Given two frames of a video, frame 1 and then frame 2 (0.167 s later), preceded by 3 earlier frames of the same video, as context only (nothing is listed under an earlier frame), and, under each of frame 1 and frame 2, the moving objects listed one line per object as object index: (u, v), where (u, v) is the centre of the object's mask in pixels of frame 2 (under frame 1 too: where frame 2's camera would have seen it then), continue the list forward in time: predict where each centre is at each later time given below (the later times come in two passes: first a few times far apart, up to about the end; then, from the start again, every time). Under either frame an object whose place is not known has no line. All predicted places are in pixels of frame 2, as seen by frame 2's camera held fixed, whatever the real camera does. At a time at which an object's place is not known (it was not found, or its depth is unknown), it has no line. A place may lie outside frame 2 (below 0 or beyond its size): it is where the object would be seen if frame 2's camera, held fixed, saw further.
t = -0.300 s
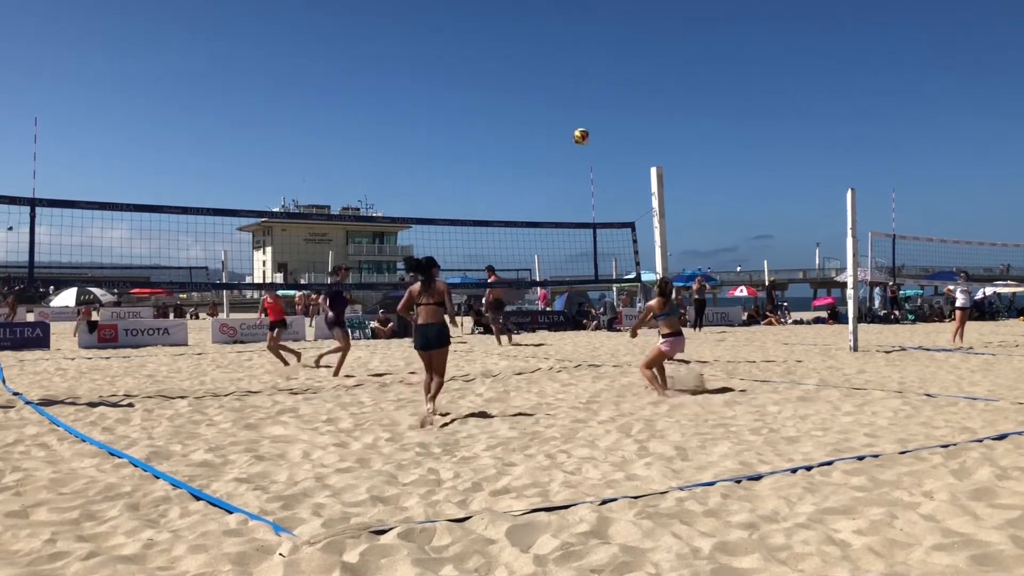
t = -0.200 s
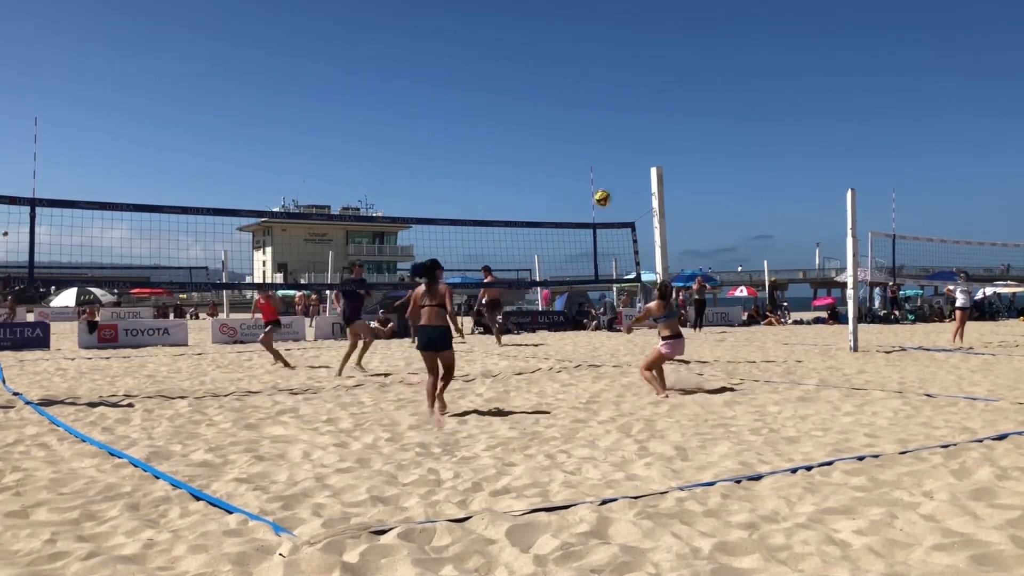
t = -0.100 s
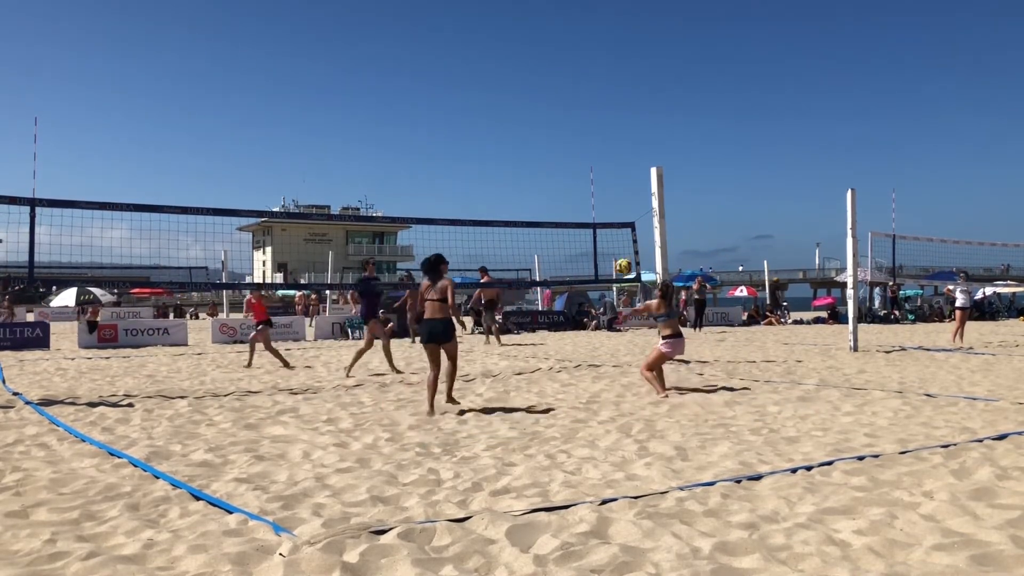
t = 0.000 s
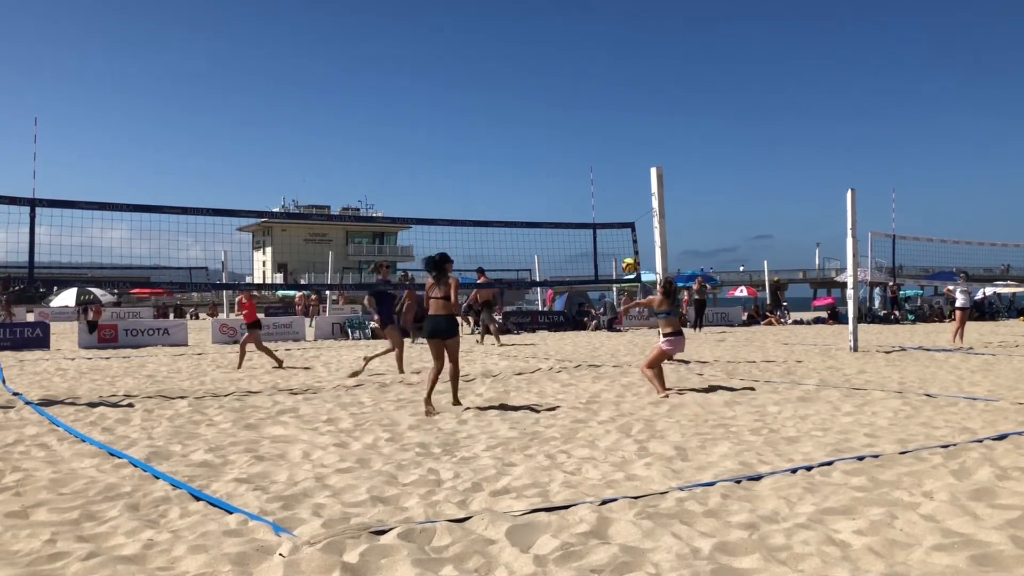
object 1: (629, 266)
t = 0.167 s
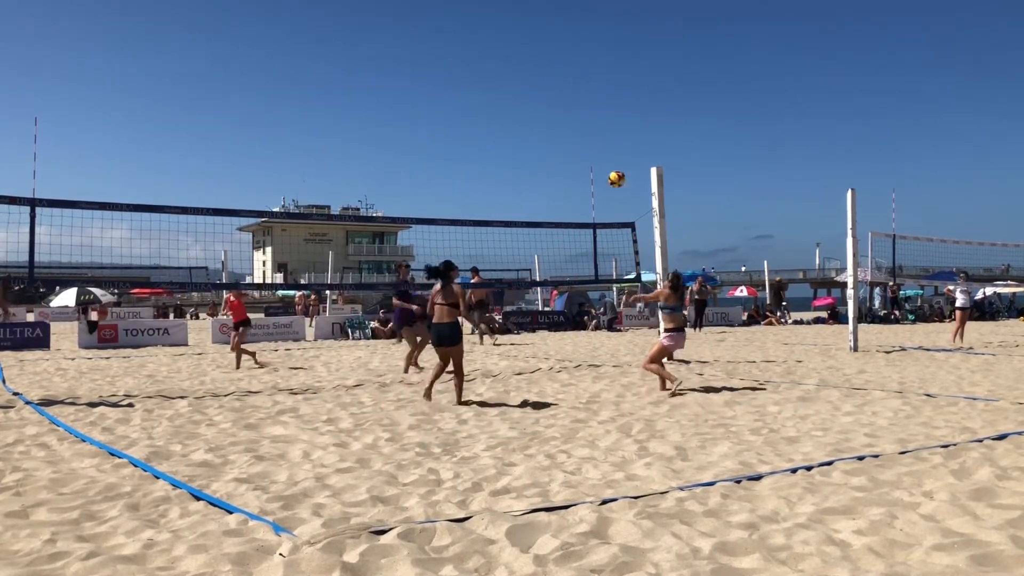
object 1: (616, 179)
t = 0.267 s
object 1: (608, 136)
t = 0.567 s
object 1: (583, 56)
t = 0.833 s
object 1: (560, 44)
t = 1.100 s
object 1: (536, 89)
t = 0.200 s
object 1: (614, 164)
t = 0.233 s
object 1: (611, 149)
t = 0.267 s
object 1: (608, 136)
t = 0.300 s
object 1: (605, 124)
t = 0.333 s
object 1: (602, 112)
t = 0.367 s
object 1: (600, 102)
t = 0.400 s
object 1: (597, 92)
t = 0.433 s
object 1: (594, 83)
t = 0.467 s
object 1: (591, 75)
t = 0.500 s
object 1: (589, 68)
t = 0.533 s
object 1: (585, 61)
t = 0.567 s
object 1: (583, 56)
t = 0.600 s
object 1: (580, 51)
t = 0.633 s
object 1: (577, 48)
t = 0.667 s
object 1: (574, 45)
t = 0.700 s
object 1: (571, 43)
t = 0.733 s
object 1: (569, 41)
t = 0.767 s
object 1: (566, 41)
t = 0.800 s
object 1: (563, 42)
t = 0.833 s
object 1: (560, 44)
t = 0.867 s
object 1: (557, 47)
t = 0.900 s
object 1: (554, 50)
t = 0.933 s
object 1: (551, 54)
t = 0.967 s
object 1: (548, 59)
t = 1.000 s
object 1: (545, 65)
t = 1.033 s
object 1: (542, 72)
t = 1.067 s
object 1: (538, 80)
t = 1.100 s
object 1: (536, 89)
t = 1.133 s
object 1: (533, 98)
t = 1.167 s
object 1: (530, 109)
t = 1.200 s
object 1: (527, 120)
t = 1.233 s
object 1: (523, 132)
